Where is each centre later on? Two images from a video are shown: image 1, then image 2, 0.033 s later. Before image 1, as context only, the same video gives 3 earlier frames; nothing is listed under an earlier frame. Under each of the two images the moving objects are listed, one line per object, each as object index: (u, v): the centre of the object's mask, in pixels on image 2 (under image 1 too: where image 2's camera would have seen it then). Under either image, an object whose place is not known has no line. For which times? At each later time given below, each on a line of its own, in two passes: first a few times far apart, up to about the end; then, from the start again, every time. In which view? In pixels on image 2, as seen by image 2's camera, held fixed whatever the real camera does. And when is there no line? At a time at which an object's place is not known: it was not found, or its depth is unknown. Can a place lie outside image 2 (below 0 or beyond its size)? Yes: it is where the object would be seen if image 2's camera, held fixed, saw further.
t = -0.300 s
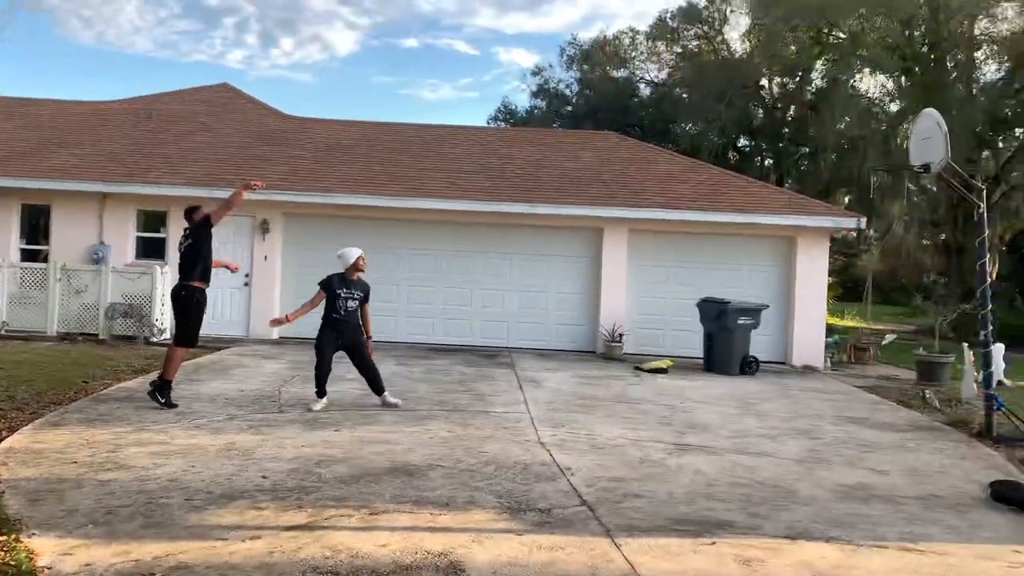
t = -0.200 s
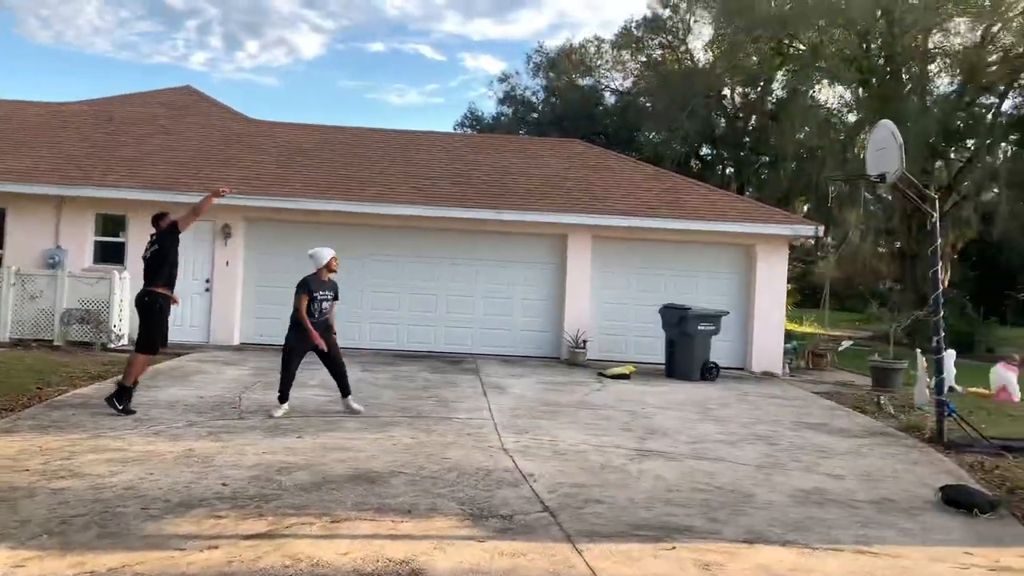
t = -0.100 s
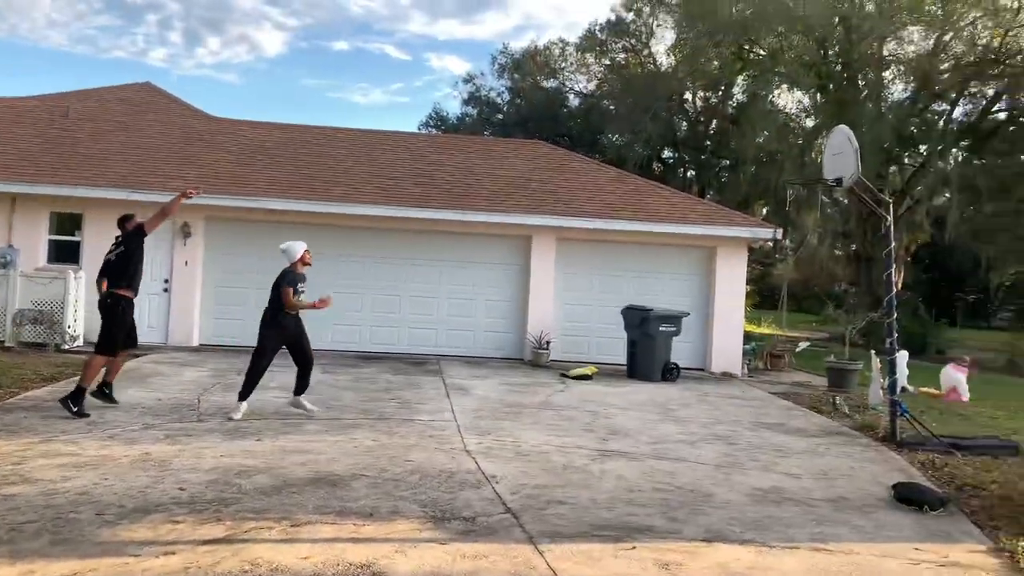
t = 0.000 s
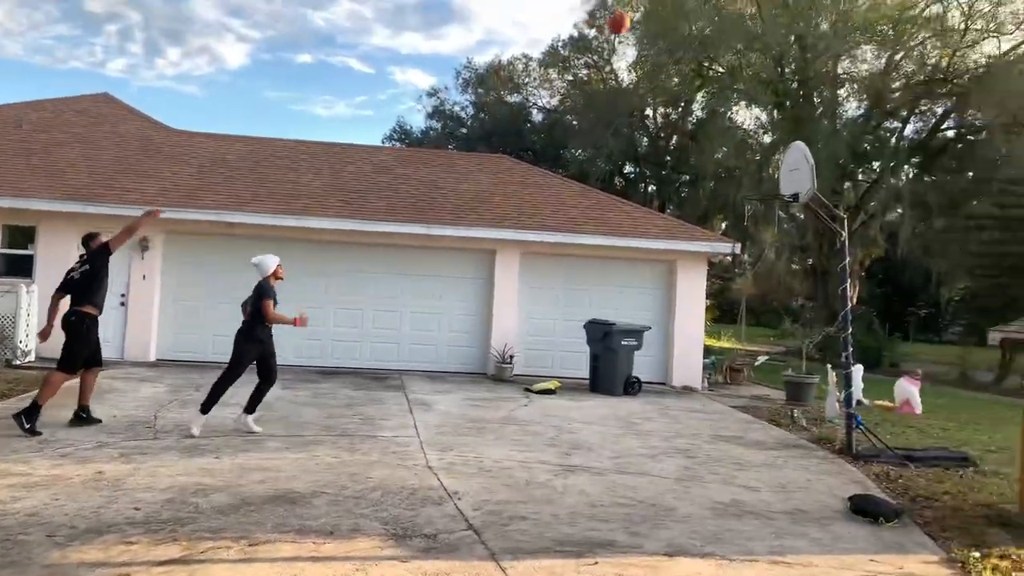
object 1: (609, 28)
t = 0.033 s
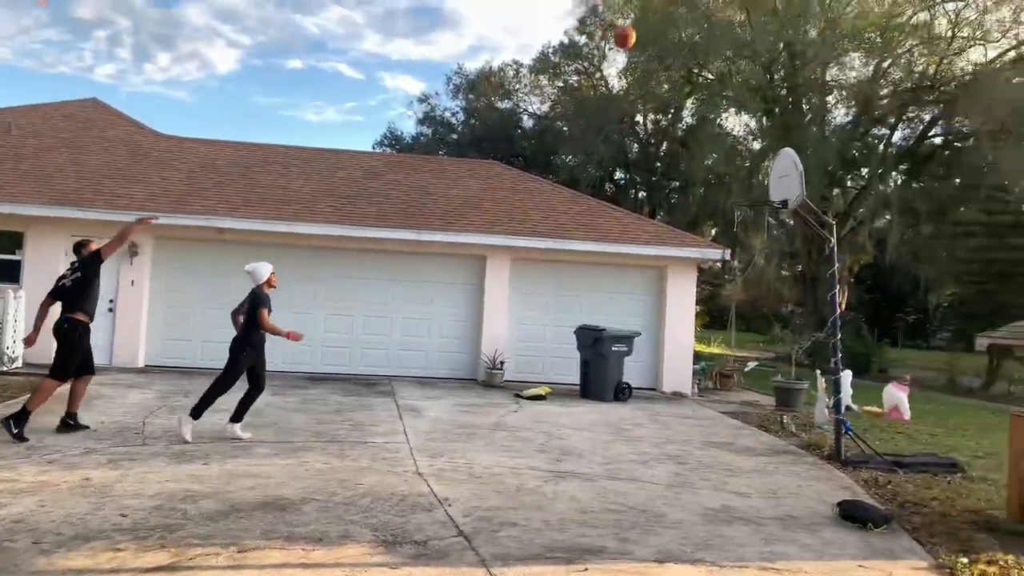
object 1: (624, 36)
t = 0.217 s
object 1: (708, 97)
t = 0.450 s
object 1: (763, 193)
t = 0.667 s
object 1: (728, 167)
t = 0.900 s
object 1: (705, 166)
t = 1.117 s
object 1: (684, 203)
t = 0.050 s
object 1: (632, 41)
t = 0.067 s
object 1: (640, 45)
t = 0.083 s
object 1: (648, 50)
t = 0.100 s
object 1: (655, 56)
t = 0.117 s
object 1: (662, 62)
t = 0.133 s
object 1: (670, 66)
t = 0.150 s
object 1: (677, 73)
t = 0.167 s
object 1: (685, 79)
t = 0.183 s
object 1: (691, 85)
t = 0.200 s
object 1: (700, 91)
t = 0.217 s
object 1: (708, 97)
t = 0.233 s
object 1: (714, 104)
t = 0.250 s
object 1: (721, 111)
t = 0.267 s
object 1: (726, 119)
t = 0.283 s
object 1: (734, 127)
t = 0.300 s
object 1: (741, 135)
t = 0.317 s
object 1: (748, 143)
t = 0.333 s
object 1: (755, 150)
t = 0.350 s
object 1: (761, 159)
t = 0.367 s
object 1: (768, 165)
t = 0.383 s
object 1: (776, 174)
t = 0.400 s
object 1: (776, 181)
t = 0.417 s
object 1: (772, 187)
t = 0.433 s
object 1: (768, 192)
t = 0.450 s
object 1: (763, 193)
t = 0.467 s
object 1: (756, 194)
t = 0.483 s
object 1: (749, 196)
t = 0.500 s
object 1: (745, 195)
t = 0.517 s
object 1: (744, 192)
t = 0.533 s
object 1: (741, 189)
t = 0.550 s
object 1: (739, 185)
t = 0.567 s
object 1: (738, 180)
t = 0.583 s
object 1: (736, 179)
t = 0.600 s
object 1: (735, 176)
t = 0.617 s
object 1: (732, 173)
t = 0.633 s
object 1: (731, 171)
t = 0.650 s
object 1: (729, 168)
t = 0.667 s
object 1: (728, 167)
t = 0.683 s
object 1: (727, 166)
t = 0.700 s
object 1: (724, 164)
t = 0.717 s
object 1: (724, 163)
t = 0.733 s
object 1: (722, 162)
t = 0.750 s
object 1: (721, 161)
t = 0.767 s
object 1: (719, 160)
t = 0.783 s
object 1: (718, 161)
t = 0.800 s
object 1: (716, 161)
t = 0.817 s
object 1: (714, 160)
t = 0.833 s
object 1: (712, 161)
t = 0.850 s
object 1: (711, 162)
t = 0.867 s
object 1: (707, 165)
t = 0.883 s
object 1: (706, 165)
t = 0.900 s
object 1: (705, 166)
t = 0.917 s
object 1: (704, 168)
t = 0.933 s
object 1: (702, 169)
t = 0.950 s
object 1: (701, 171)
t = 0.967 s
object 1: (699, 173)
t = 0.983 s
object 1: (698, 176)
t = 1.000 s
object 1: (696, 179)
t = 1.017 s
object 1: (695, 181)
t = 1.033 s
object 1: (693, 185)
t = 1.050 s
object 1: (691, 187)
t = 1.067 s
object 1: (689, 192)
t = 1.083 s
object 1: (688, 194)
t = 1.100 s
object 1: (686, 200)
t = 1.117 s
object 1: (684, 203)
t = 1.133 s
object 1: (686, 206)
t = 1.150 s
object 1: (689, 208)
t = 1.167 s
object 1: (691, 211)
